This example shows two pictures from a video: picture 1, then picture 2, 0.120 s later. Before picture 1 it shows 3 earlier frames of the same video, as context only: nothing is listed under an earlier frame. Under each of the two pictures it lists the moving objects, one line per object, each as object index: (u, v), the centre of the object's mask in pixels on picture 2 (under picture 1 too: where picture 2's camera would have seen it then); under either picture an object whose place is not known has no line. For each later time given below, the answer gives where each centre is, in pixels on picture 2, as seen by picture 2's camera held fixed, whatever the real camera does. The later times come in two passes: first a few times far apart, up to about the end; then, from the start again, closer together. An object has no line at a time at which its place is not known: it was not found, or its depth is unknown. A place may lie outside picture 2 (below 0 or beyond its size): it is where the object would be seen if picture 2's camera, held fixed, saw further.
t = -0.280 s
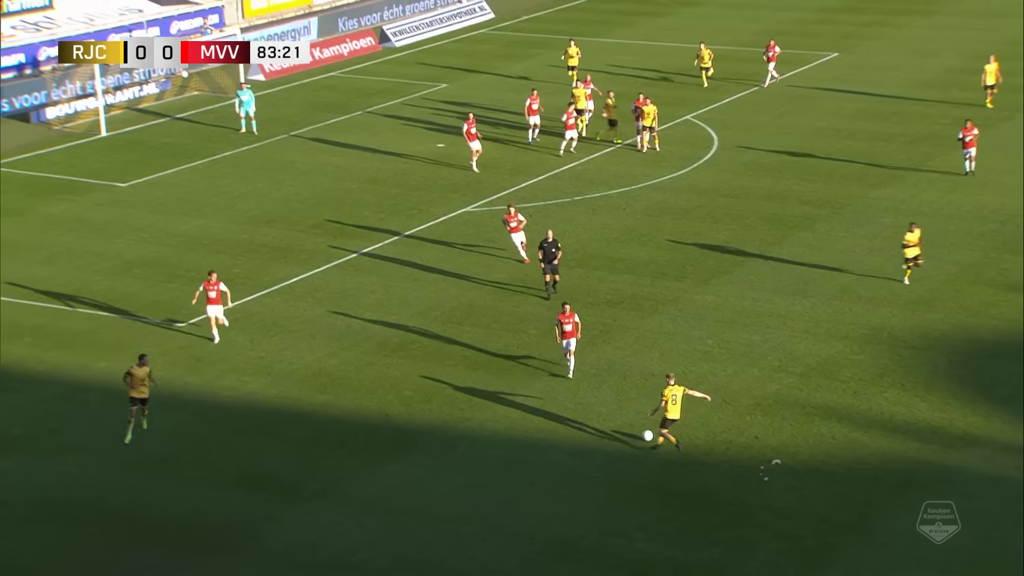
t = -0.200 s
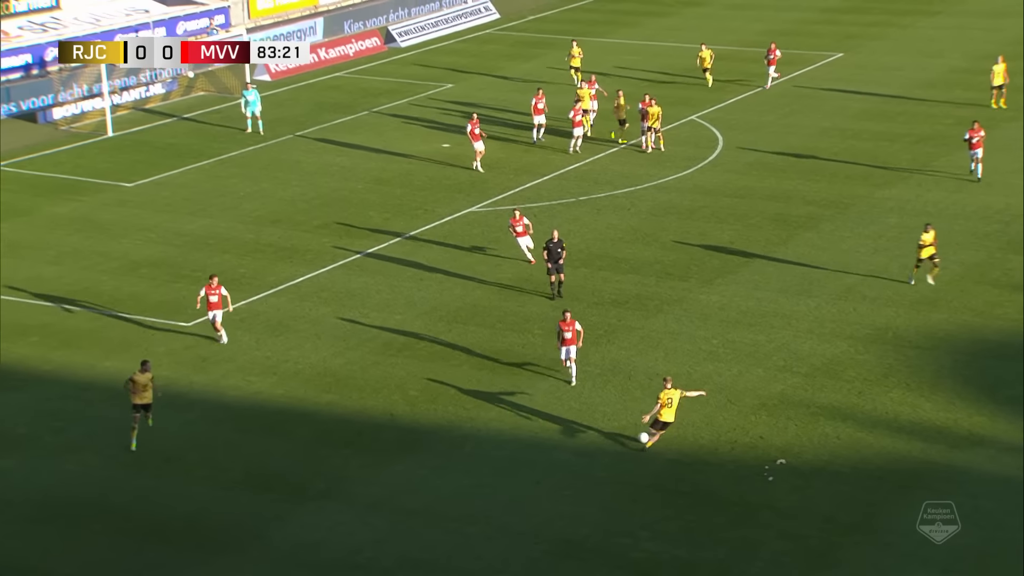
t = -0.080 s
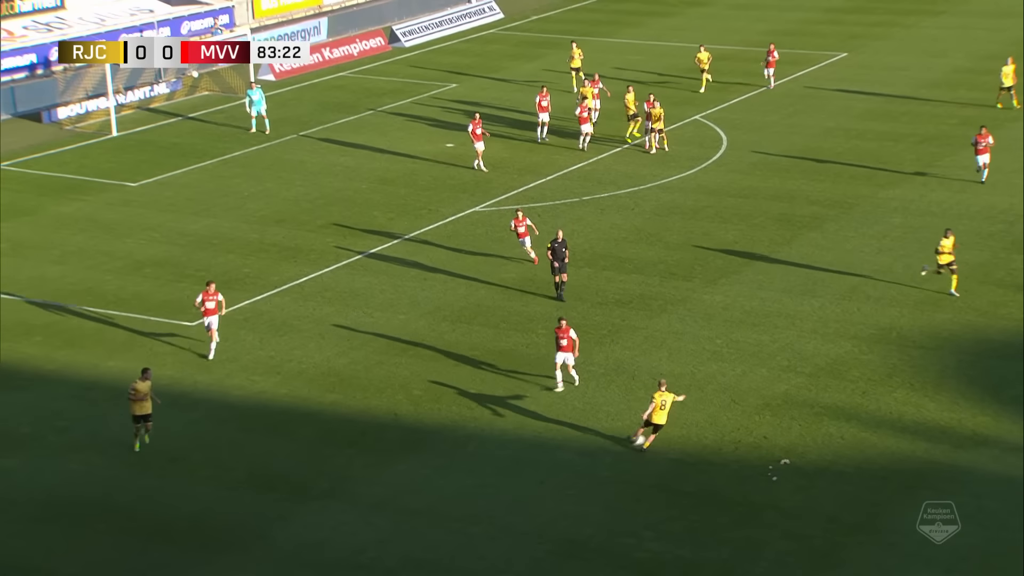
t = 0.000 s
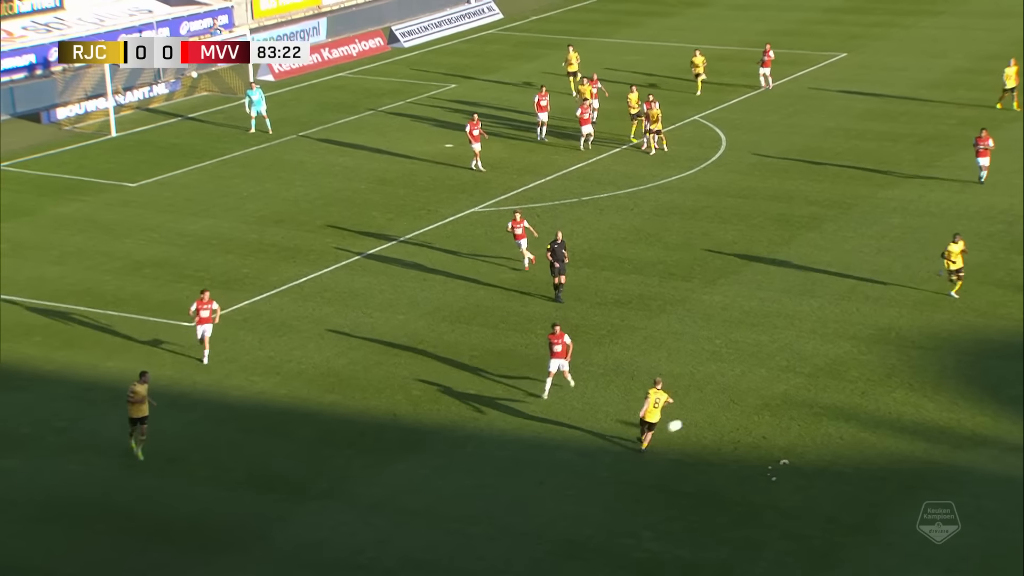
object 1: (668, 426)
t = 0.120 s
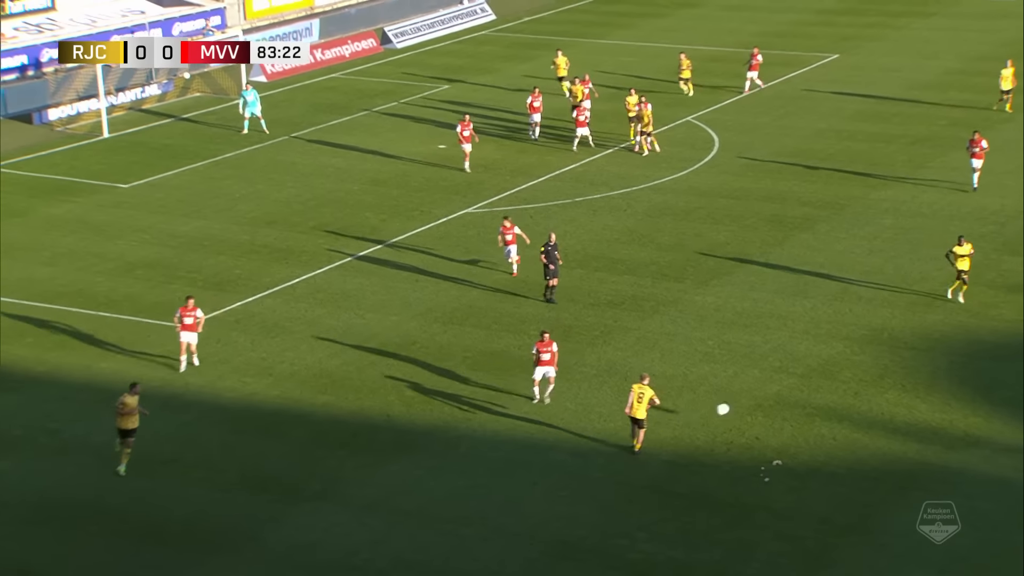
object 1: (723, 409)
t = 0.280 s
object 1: (794, 398)
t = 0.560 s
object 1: (900, 376)
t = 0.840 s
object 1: (990, 364)
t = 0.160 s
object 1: (741, 405)
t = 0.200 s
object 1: (759, 401)
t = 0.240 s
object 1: (776, 399)
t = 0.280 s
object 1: (794, 398)
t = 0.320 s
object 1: (811, 397)
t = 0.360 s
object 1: (828, 397)
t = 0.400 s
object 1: (844, 395)
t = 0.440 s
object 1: (859, 389)
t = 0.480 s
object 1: (872, 384)
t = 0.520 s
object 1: (886, 380)
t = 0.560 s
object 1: (900, 376)
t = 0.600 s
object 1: (914, 374)
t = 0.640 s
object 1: (927, 372)
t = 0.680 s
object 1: (941, 371)
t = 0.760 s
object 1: (967, 371)
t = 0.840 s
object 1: (990, 364)
